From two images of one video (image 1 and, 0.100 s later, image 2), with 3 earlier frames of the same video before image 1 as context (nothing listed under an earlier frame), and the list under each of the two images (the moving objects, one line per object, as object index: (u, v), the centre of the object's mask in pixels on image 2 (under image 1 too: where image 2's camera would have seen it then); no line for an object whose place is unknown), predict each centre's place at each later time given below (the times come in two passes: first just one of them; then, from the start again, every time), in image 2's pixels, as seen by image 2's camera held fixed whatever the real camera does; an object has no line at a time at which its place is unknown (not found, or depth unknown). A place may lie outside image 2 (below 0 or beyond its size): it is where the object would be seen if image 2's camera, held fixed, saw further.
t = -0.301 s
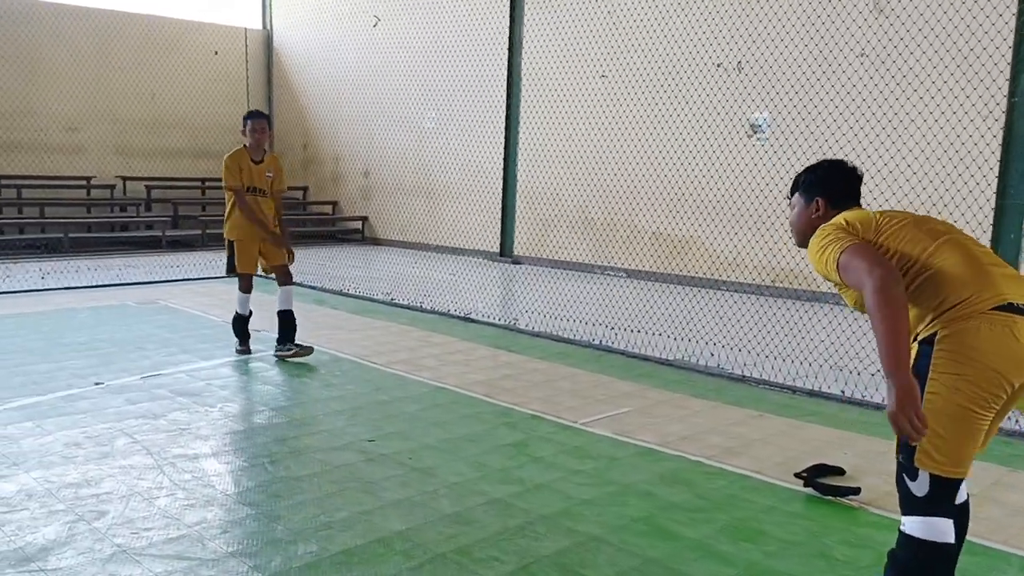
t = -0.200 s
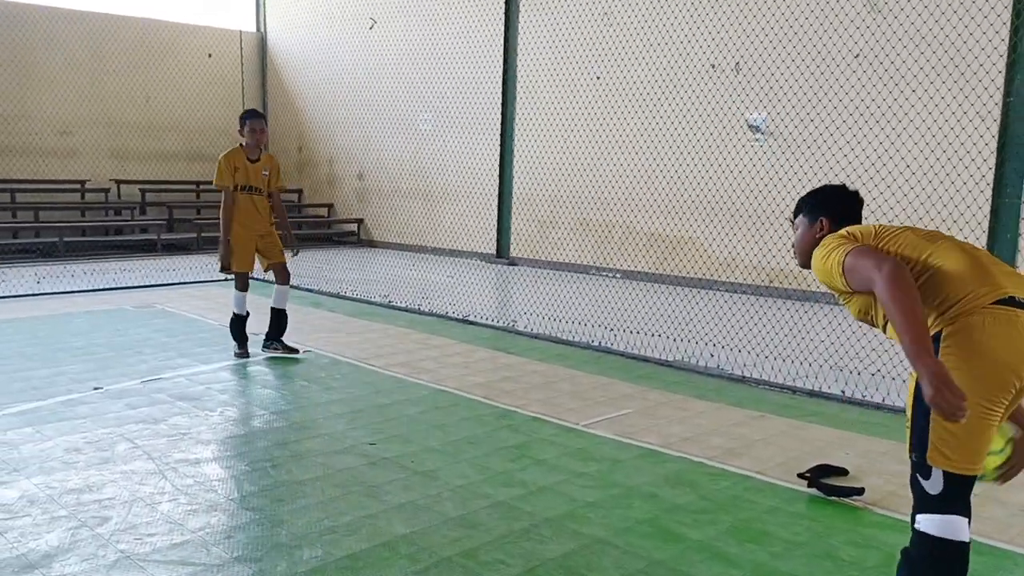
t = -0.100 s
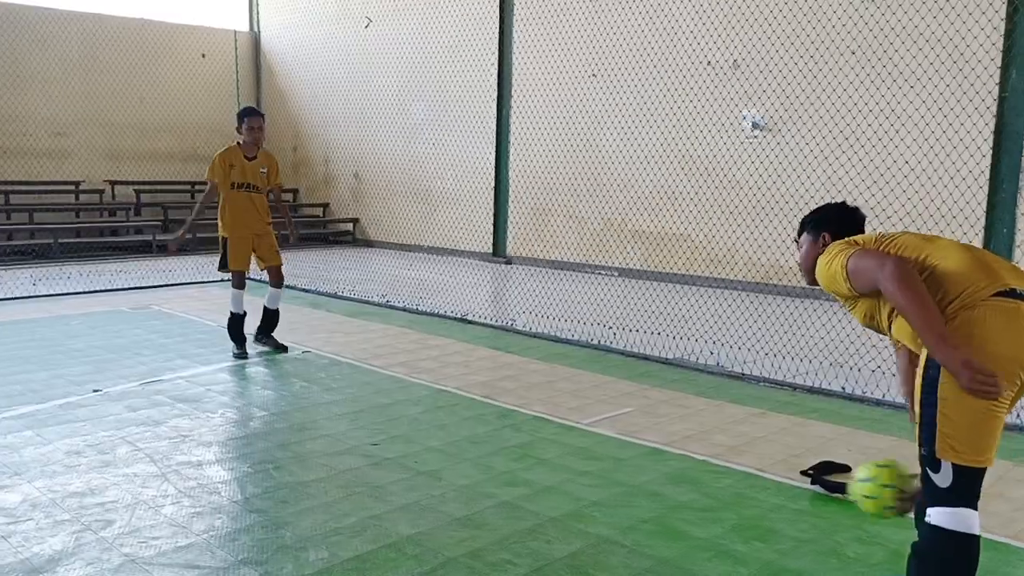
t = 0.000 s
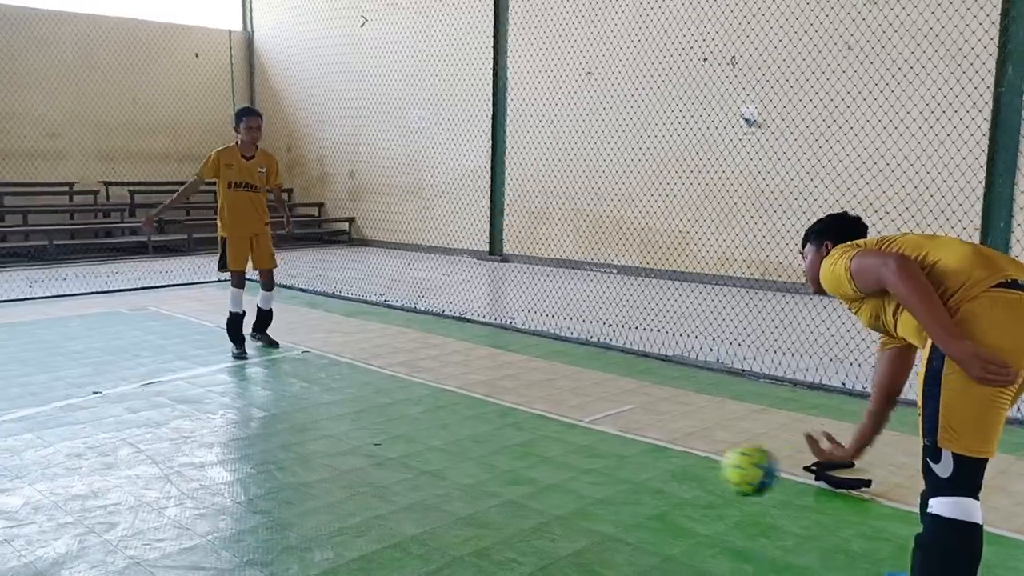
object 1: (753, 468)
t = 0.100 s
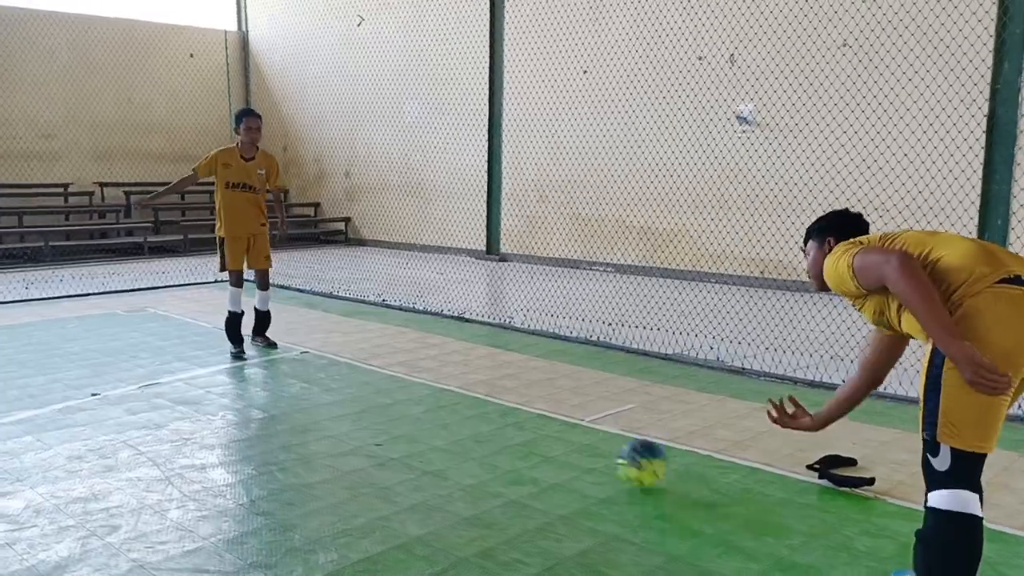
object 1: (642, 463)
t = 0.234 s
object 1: (550, 426)
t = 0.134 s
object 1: (617, 450)
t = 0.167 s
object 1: (593, 440)
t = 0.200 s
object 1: (571, 432)
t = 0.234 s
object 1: (550, 426)
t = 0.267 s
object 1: (530, 424)
